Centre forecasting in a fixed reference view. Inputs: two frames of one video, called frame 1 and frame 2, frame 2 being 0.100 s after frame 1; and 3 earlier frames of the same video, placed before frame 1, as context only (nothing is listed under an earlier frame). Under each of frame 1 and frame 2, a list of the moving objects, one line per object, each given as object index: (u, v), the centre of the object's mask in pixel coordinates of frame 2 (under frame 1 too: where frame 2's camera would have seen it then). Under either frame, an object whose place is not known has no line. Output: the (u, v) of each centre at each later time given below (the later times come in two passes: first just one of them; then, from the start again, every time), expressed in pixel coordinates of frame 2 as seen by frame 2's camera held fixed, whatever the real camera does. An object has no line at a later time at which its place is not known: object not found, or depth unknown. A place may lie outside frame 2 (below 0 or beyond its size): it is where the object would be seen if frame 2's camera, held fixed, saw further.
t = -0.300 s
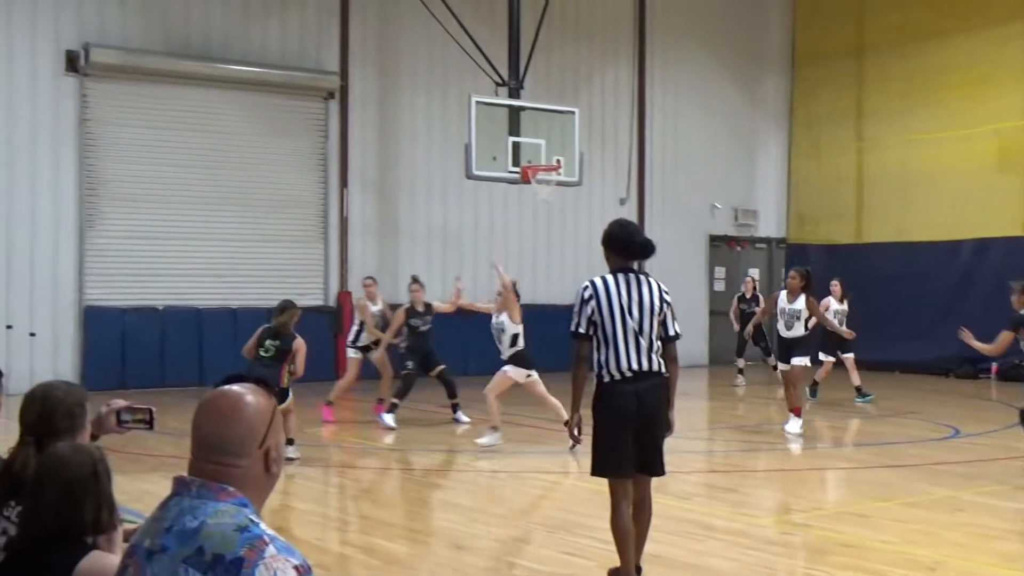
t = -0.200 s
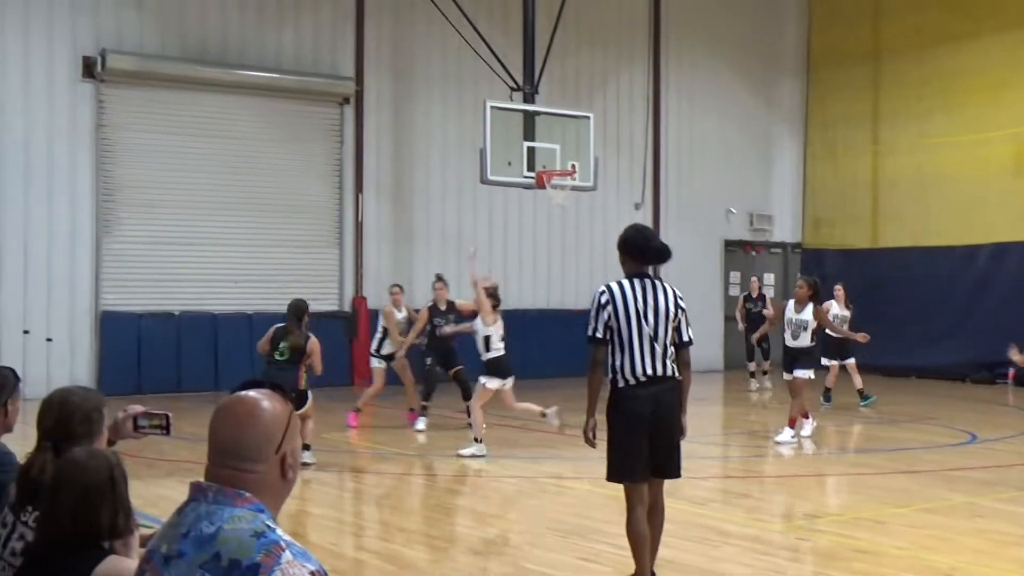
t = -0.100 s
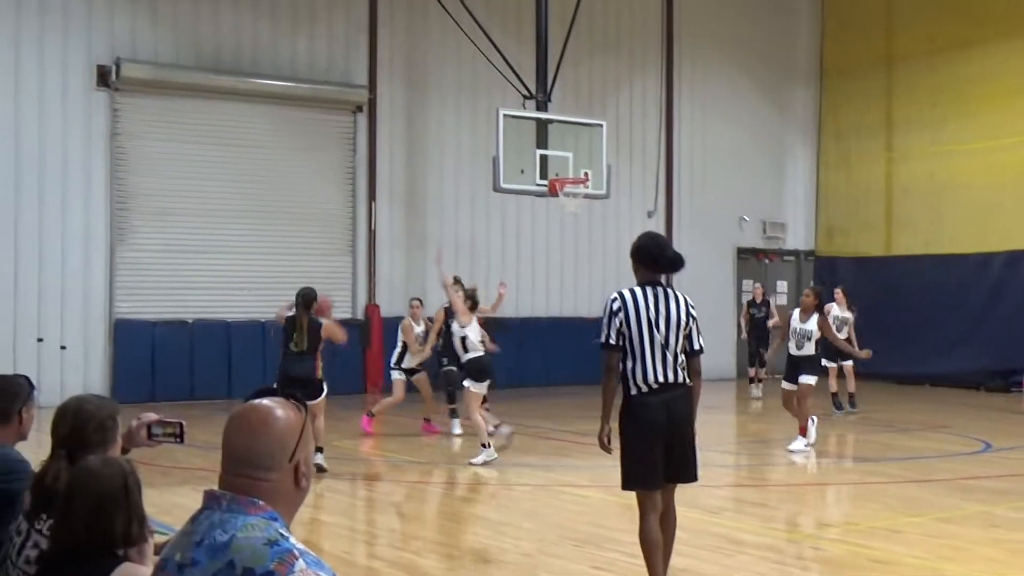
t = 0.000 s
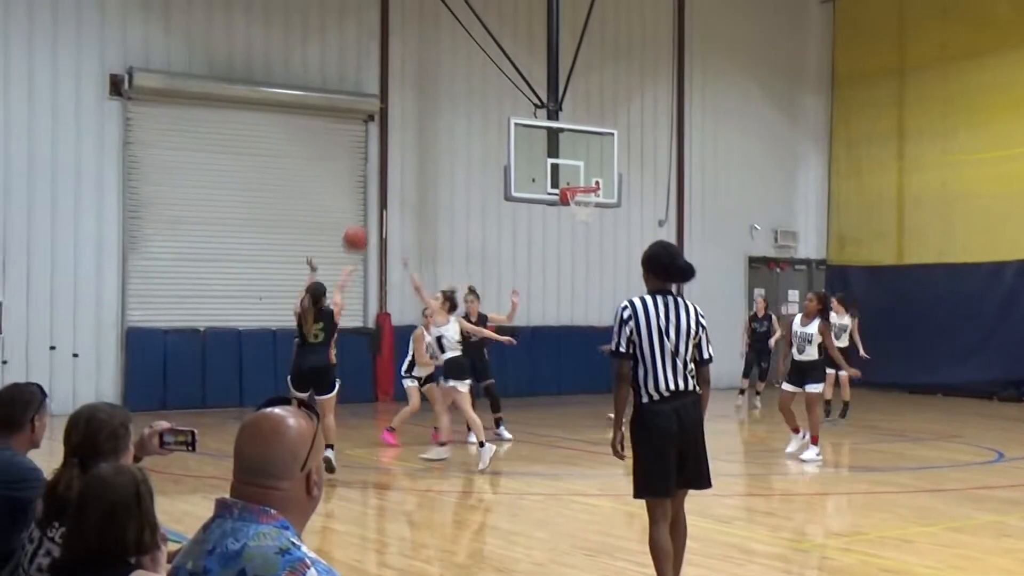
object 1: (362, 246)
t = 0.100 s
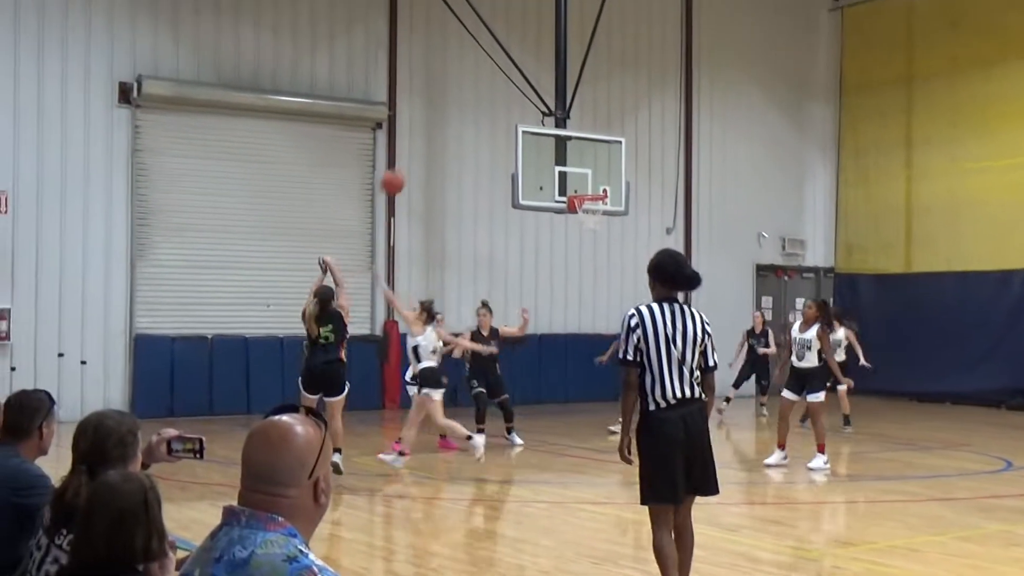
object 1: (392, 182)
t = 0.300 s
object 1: (443, 99)
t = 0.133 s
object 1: (402, 164)
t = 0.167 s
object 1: (411, 148)
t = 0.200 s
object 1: (419, 133)
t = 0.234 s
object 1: (428, 121)
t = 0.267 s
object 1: (436, 109)
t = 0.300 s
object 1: (443, 99)
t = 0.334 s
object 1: (452, 89)
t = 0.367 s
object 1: (459, 81)
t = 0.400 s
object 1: (467, 74)
